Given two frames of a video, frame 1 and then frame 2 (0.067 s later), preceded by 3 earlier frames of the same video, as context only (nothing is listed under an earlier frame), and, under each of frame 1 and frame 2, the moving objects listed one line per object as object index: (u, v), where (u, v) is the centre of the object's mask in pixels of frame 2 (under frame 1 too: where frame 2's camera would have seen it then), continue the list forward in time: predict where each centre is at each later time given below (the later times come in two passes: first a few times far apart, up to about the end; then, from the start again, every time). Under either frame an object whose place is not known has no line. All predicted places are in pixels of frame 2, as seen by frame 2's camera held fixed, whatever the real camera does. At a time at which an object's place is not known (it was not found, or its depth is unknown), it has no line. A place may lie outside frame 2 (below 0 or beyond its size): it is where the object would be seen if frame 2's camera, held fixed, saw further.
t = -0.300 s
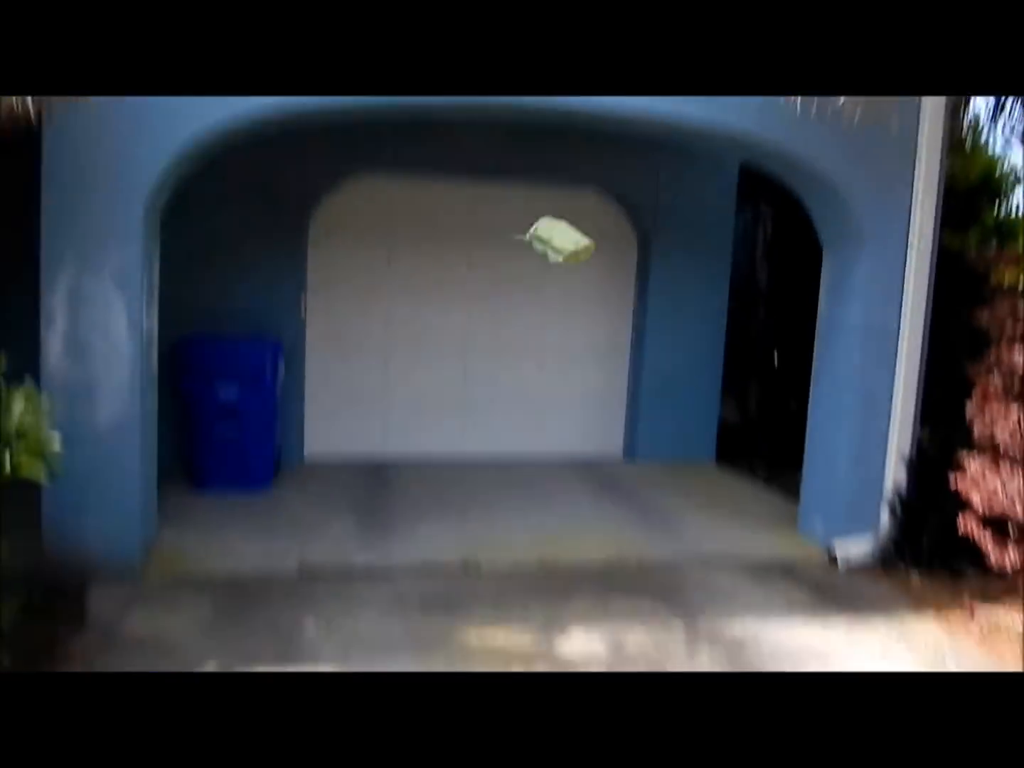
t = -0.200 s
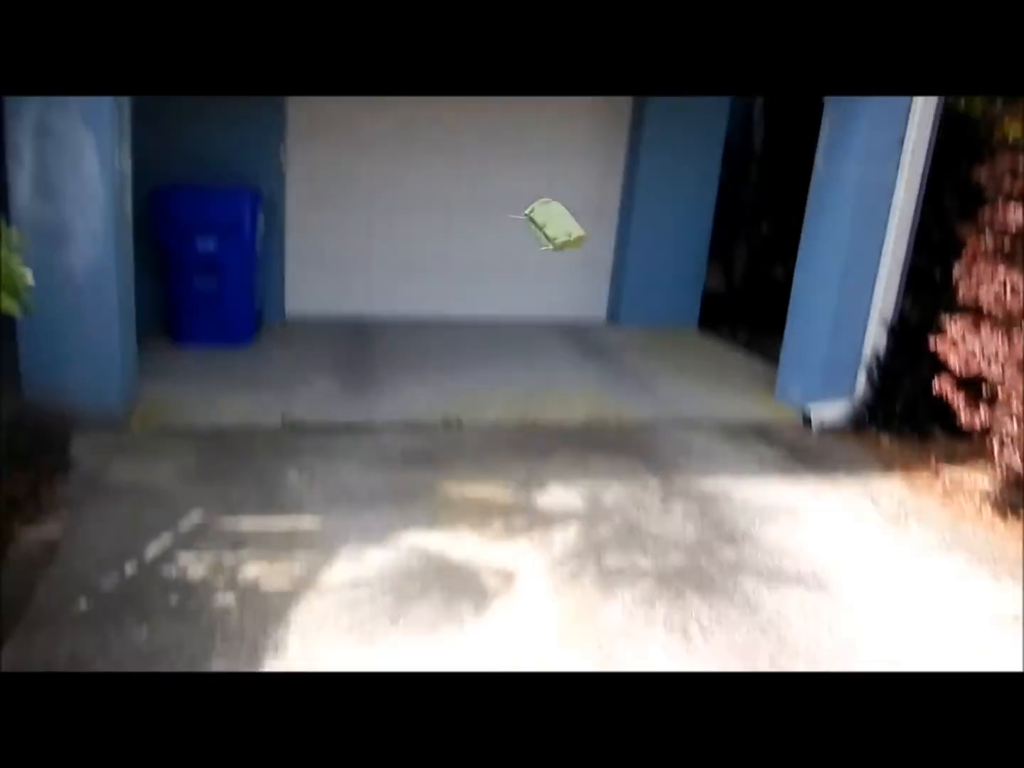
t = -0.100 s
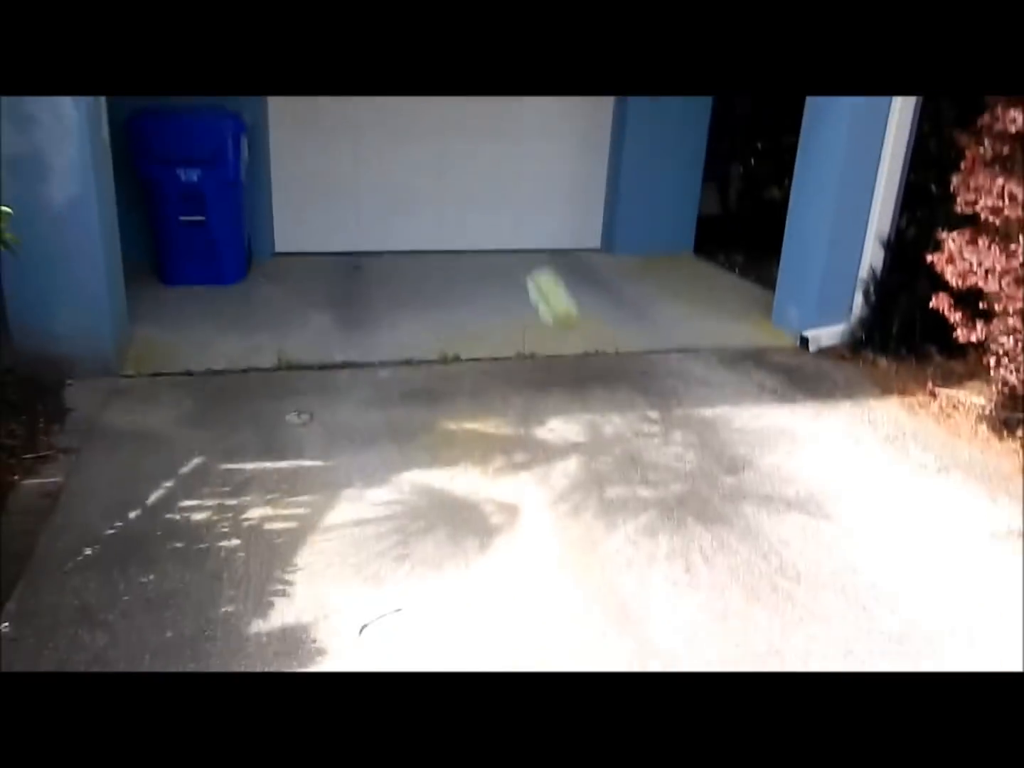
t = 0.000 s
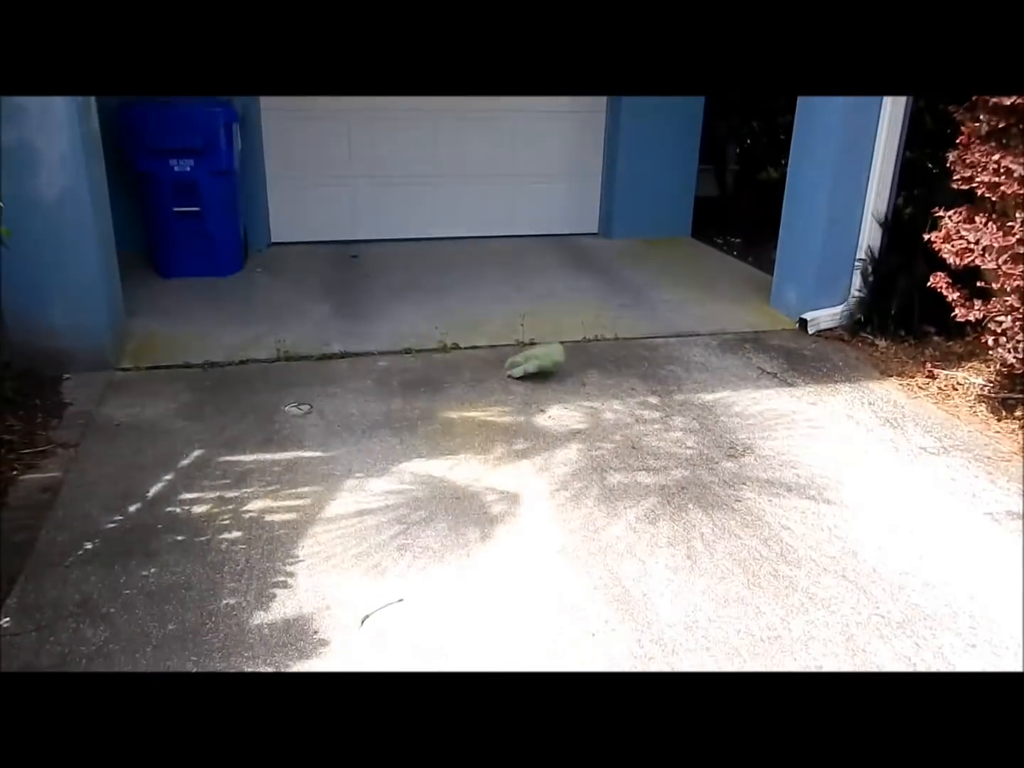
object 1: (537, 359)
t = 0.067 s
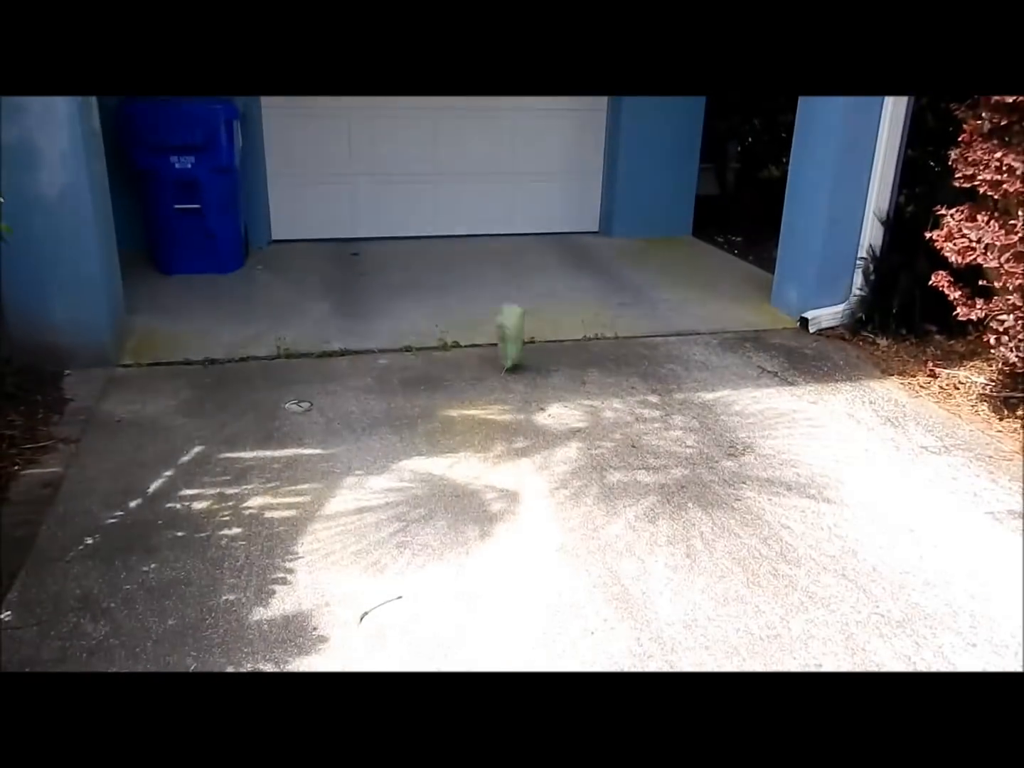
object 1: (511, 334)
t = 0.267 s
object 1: (436, 301)
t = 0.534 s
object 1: (353, 338)
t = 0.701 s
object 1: (318, 354)
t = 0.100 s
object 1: (497, 325)
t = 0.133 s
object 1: (488, 317)
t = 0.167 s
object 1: (474, 307)
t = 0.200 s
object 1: (460, 301)
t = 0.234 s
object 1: (449, 300)
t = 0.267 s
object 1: (436, 301)
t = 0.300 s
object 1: (424, 304)
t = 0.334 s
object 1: (414, 308)
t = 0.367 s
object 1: (401, 313)
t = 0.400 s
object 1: (389, 329)
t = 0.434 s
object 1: (376, 336)
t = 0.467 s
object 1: (370, 342)
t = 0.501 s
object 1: (361, 340)
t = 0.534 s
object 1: (353, 338)
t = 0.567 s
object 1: (345, 339)
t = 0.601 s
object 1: (339, 341)
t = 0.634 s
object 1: (331, 346)
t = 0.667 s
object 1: (323, 352)
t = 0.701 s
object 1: (318, 354)
